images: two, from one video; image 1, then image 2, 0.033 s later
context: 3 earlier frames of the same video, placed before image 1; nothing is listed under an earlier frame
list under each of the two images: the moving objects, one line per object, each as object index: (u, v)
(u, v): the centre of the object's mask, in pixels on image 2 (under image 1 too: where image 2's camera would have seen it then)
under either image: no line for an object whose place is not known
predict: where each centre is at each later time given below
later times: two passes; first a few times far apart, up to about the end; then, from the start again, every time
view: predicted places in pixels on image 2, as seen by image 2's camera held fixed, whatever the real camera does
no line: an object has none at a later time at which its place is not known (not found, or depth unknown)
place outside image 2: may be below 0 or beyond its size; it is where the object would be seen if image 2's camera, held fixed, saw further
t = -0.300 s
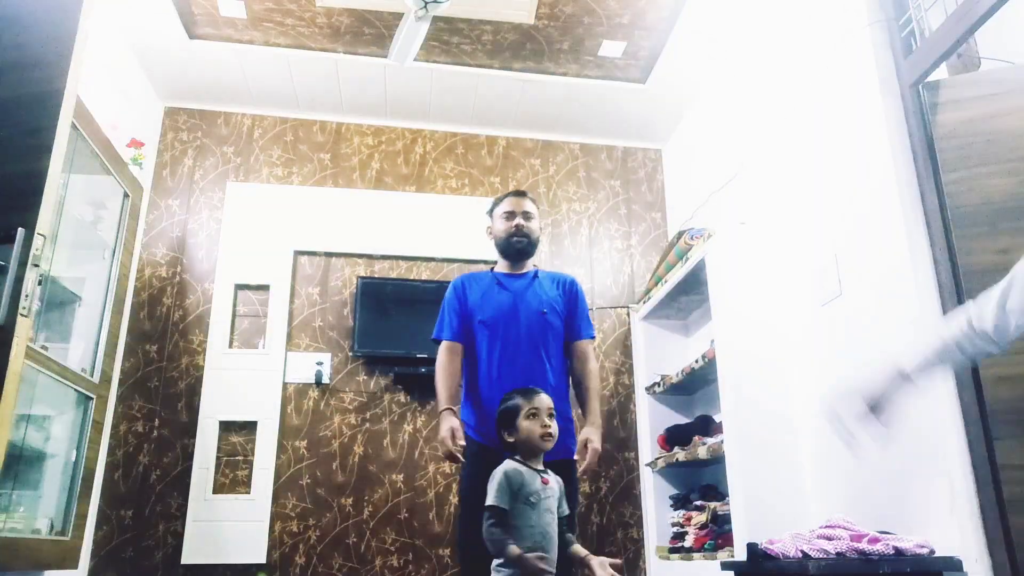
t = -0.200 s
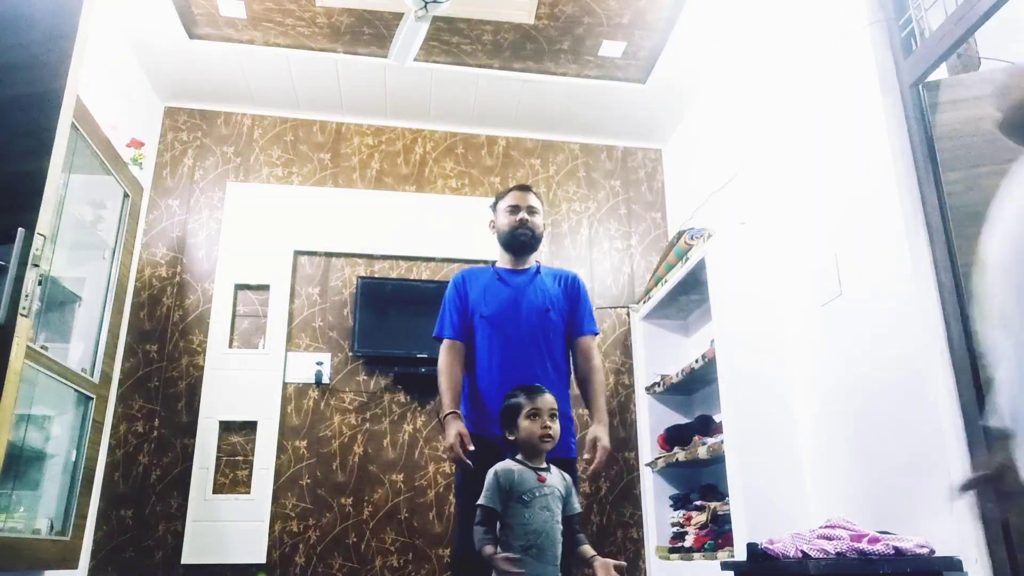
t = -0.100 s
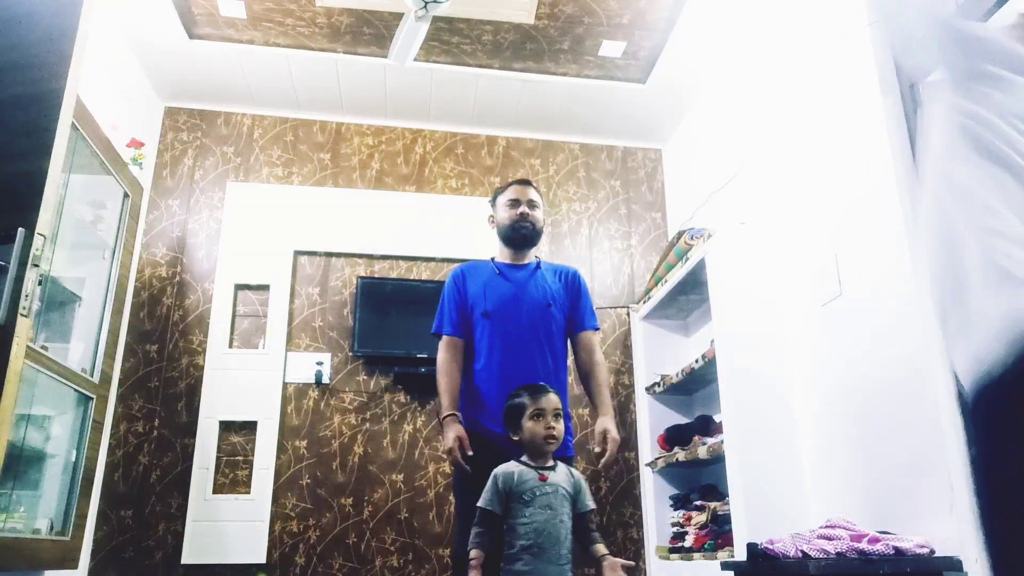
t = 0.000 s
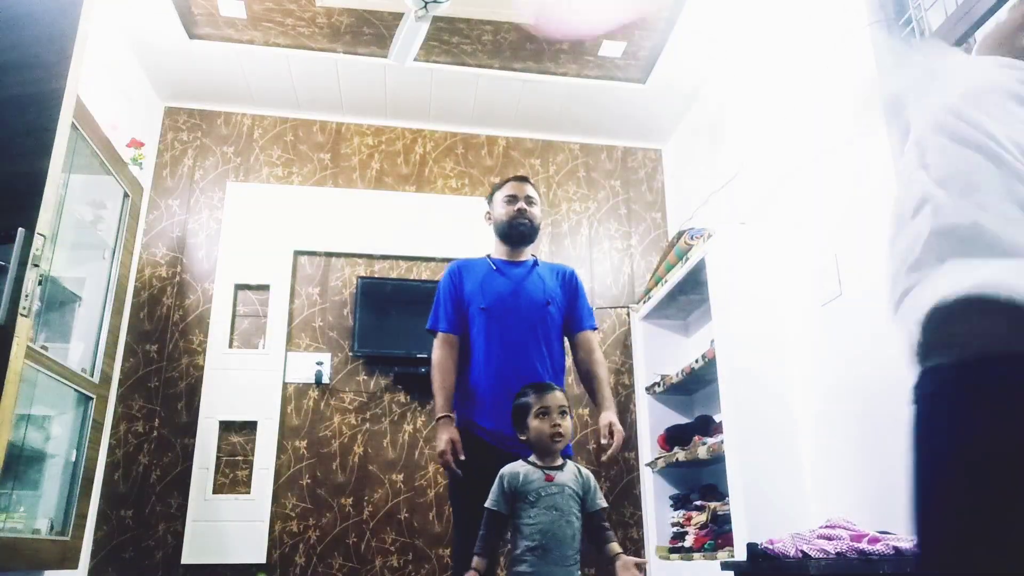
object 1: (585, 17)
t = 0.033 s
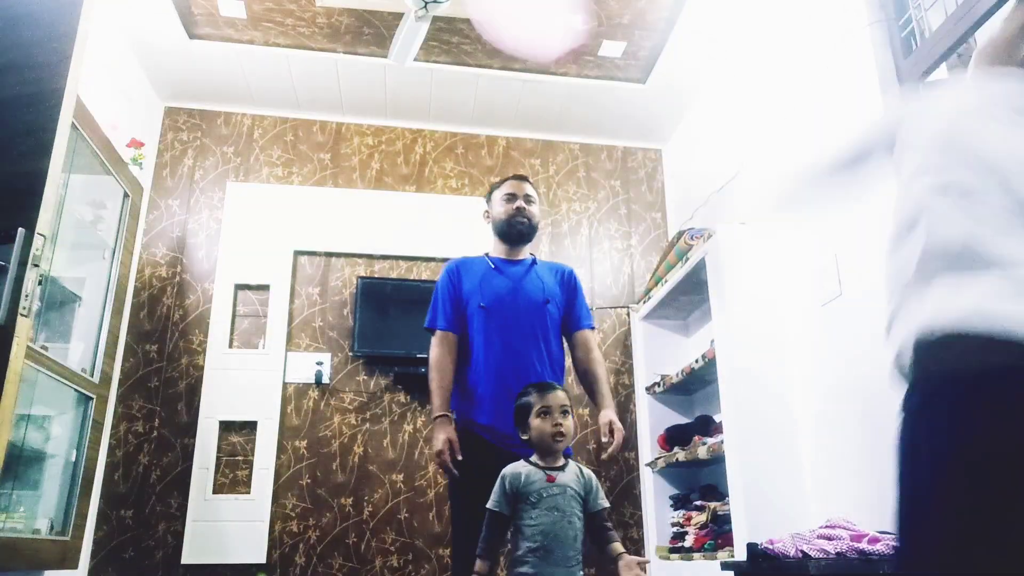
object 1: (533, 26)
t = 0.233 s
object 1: (464, 40)
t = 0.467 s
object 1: (447, 85)
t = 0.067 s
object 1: (507, 32)
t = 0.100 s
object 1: (490, 33)
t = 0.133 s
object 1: (478, 34)
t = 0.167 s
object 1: (471, 35)
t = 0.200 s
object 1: (466, 36)
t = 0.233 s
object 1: (464, 40)
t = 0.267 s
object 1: (462, 46)
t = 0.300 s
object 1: (460, 53)
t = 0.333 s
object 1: (457, 59)
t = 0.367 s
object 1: (454, 65)
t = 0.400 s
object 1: (451, 72)
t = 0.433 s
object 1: (448, 78)
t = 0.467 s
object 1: (447, 85)
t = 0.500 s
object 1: (446, 93)
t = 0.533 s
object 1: (446, 99)
